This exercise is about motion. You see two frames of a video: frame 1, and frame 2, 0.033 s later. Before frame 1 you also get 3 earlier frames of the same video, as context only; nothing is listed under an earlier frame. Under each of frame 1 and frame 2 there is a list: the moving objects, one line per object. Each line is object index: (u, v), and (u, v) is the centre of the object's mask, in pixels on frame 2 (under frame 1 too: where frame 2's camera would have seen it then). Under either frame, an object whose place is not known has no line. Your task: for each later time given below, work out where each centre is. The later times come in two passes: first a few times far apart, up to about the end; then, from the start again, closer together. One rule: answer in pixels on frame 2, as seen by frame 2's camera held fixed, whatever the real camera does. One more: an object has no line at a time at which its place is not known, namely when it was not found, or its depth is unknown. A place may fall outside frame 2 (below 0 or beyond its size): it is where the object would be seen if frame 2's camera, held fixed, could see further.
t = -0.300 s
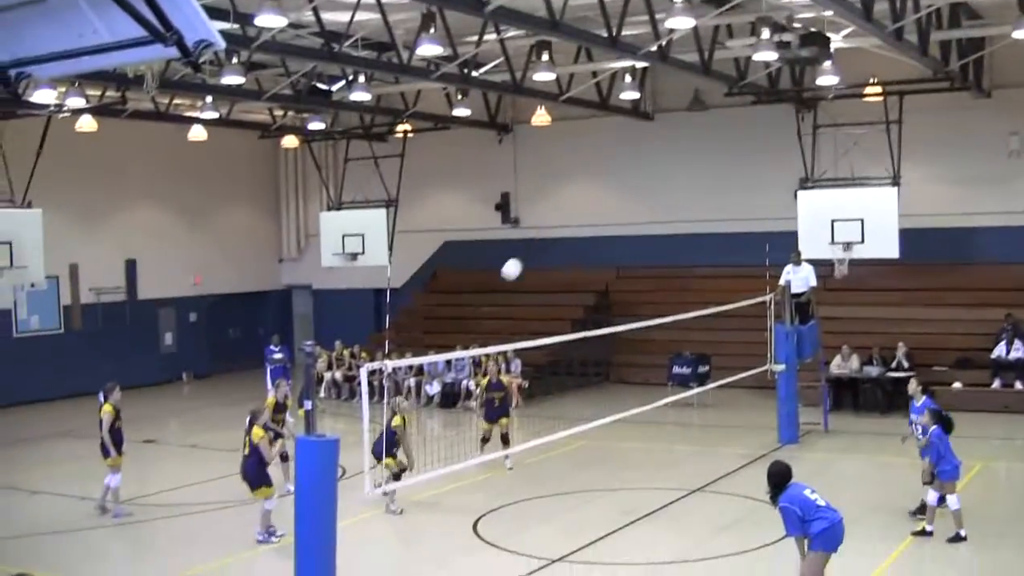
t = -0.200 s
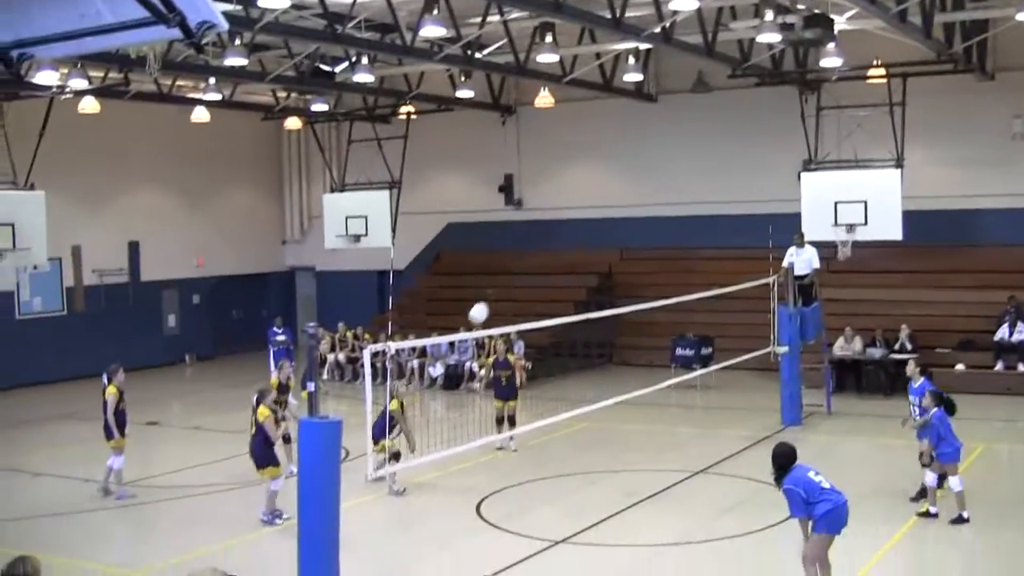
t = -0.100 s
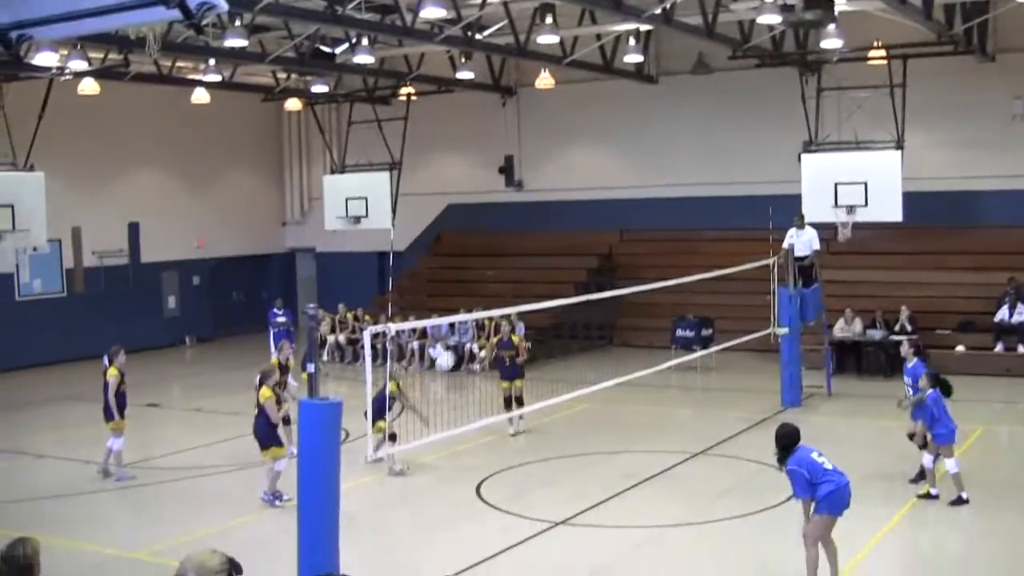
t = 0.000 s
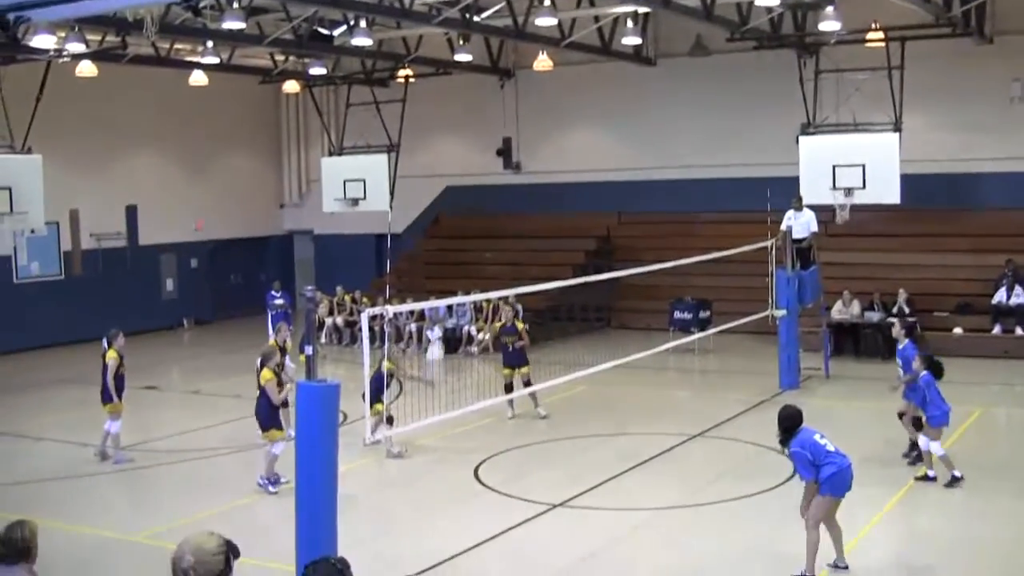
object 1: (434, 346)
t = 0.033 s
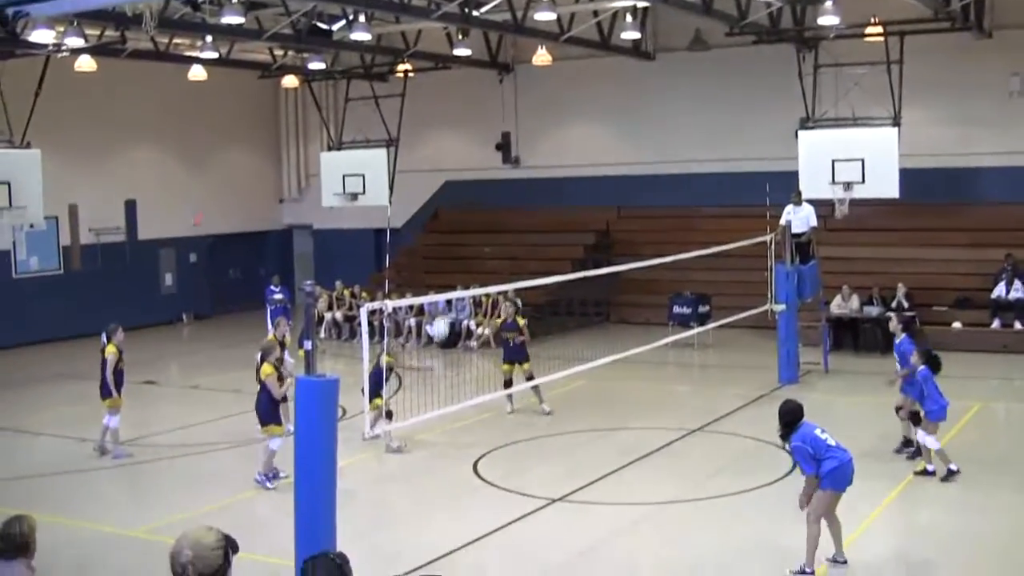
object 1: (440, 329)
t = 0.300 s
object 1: (493, 200)
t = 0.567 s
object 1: (551, 125)
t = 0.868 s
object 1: (620, 112)
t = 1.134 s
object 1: (683, 169)
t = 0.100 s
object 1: (453, 286)
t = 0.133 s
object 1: (459, 274)
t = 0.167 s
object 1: (466, 258)
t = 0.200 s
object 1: (473, 243)
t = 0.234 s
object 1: (480, 228)
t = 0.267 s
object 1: (486, 214)
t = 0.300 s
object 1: (493, 200)
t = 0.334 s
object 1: (500, 188)
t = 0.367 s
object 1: (507, 176)
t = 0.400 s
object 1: (514, 165)
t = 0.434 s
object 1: (521, 155)
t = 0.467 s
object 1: (528, 146)
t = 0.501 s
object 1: (536, 138)
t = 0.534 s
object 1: (543, 131)
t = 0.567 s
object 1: (551, 125)
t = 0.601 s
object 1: (558, 120)
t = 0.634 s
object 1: (565, 116)
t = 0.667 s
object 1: (573, 112)
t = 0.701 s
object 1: (581, 110)
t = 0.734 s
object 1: (589, 108)
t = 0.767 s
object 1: (596, 107)
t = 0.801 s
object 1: (604, 108)
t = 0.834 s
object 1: (612, 110)
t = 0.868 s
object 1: (620, 112)
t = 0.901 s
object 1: (628, 116)
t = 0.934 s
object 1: (636, 120)
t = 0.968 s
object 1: (644, 126)
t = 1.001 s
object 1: (652, 132)
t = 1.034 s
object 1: (660, 140)
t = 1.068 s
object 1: (667, 148)
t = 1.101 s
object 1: (675, 157)
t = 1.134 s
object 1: (683, 169)
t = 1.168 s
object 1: (692, 181)
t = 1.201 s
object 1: (700, 193)
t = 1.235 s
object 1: (708, 208)
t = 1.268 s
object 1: (716, 222)
